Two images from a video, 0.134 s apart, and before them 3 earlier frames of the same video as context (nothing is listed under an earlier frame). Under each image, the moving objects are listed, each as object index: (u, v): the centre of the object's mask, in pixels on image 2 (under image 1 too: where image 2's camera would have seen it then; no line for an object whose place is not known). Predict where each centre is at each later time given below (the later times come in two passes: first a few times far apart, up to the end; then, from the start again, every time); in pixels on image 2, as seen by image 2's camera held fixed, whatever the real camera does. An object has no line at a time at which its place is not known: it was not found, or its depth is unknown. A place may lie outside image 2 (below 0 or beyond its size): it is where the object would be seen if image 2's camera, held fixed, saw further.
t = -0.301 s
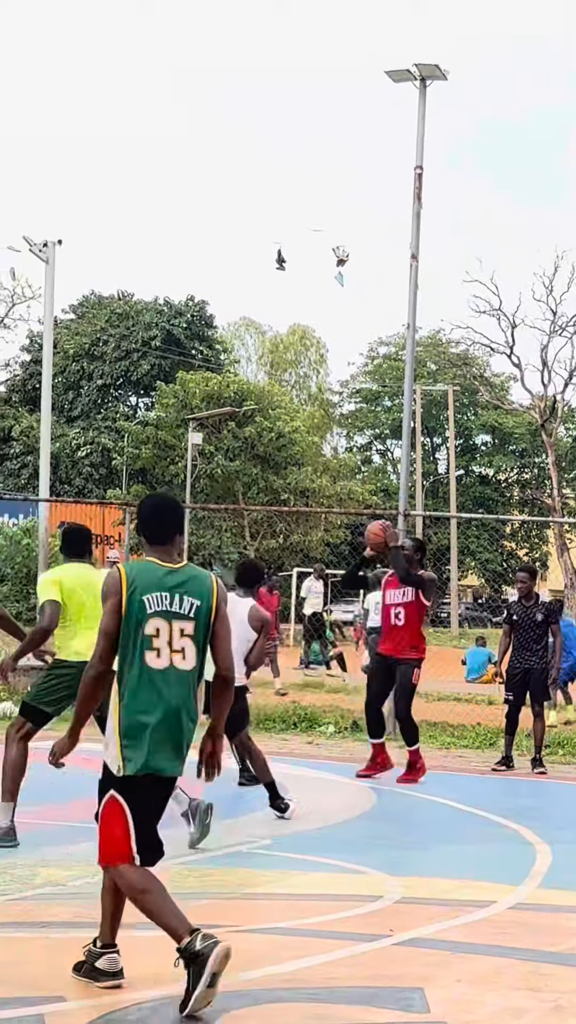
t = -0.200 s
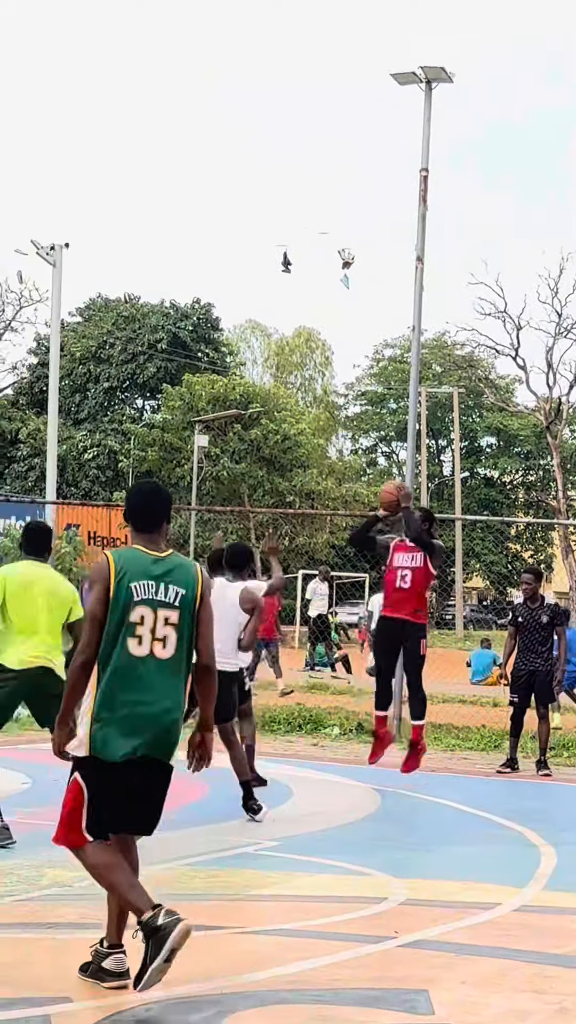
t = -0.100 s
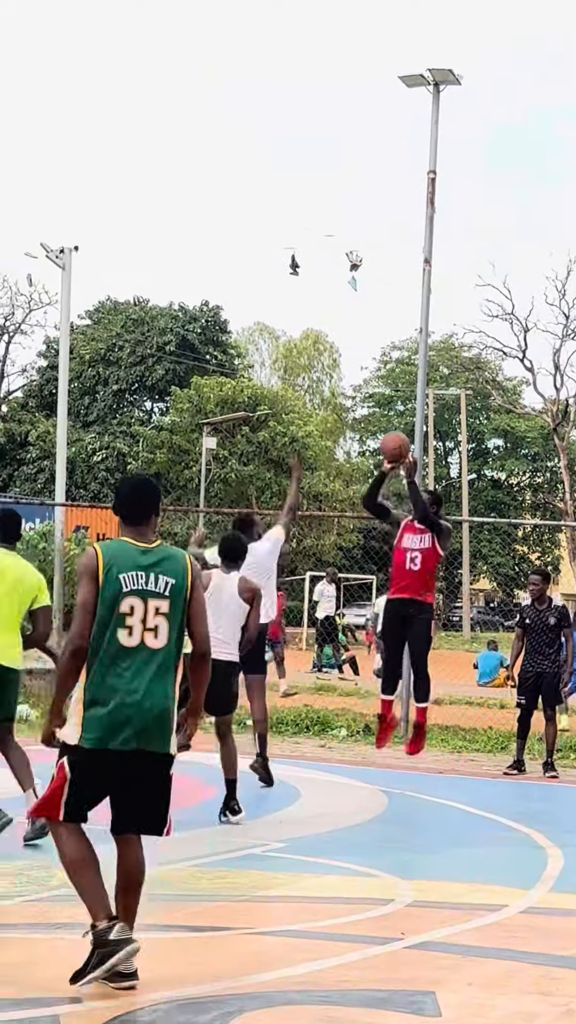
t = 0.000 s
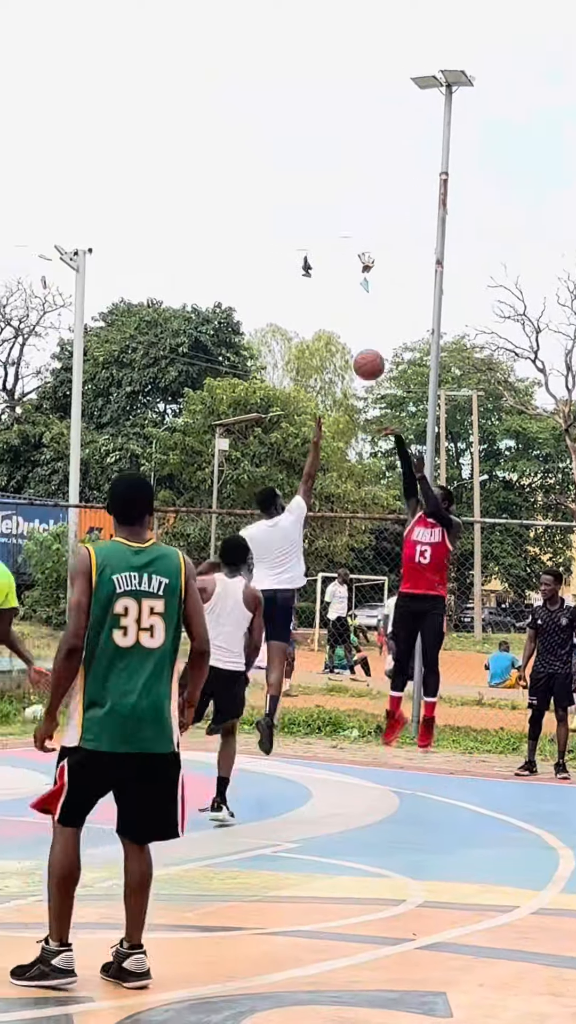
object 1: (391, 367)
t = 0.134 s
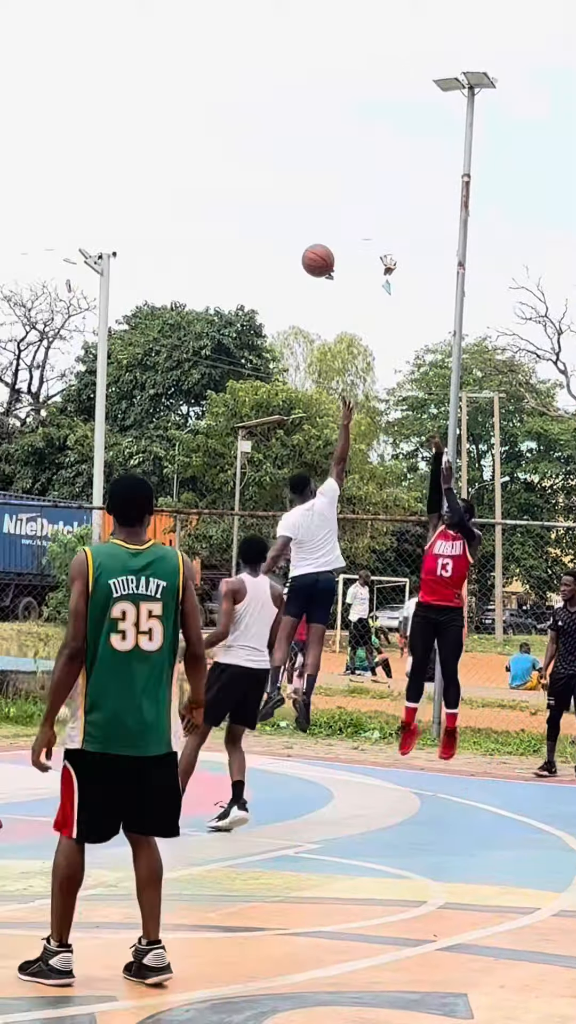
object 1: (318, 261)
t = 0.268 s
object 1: (241, 172)
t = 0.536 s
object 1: (73, 54)
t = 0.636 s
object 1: (4, 30)
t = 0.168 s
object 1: (299, 237)
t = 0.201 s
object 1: (280, 214)
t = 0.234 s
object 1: (260, 192)
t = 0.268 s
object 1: (241, 172)
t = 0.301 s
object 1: (221, 153)
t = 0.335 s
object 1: (200, 136)
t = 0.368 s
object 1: (180, 119)
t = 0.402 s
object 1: (159, 104)
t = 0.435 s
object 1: (139, 90)
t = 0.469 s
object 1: (117, 76)
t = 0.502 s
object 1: (95, 64)
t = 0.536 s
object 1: (73, 54)
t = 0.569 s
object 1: (50, 44)
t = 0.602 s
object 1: (27, 37)
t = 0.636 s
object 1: (4, 30)
